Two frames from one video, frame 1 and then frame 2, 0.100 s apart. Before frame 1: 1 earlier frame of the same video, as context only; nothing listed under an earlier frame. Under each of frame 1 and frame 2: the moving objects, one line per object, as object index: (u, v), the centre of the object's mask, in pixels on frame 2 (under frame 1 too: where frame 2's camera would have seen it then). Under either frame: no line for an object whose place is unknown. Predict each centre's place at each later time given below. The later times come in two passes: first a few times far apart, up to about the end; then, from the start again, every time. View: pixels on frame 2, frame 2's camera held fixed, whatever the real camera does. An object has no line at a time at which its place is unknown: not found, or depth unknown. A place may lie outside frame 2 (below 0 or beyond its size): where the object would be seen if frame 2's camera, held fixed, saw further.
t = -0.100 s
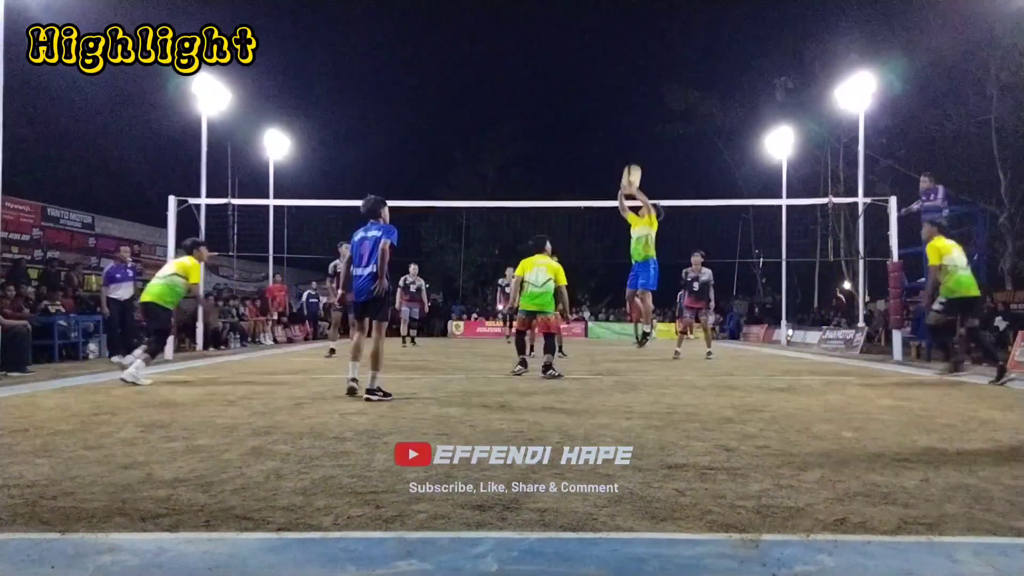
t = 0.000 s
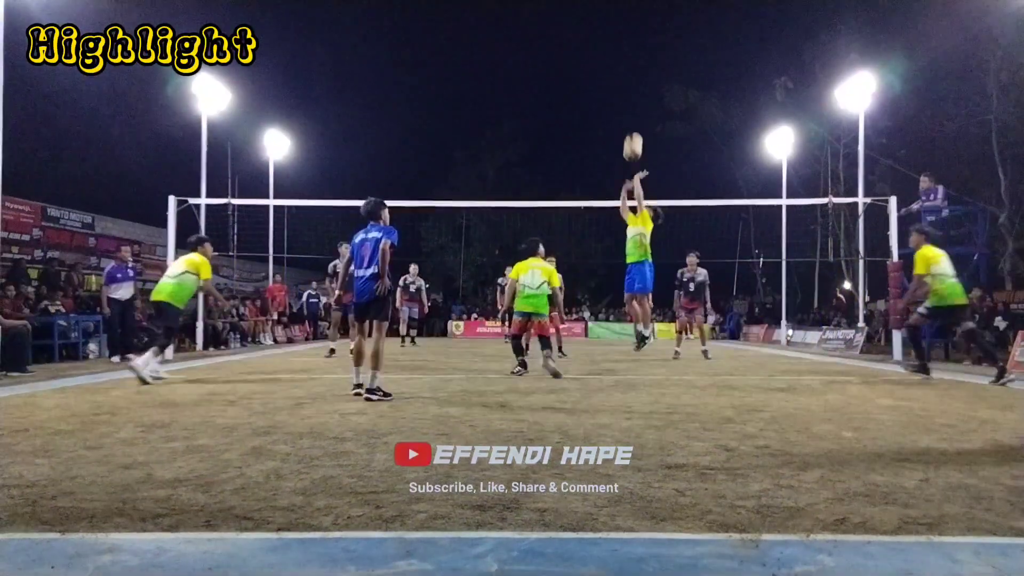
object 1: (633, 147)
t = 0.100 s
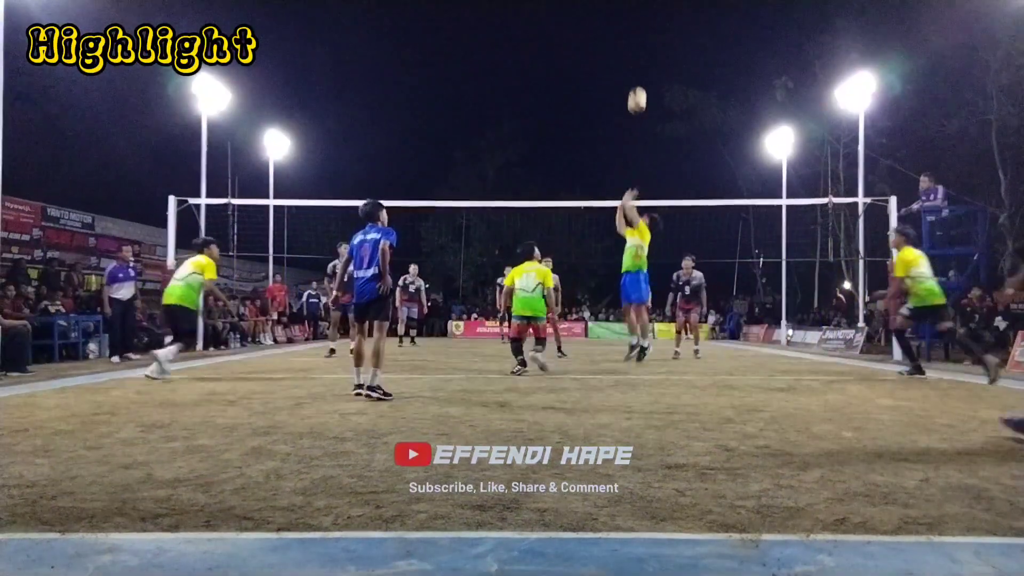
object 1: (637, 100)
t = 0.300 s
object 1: (642, 35)
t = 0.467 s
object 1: (647, 8)
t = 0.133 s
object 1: (638, 87)
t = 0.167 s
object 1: (639, 74)
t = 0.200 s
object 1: (640, 63)
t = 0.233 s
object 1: (641, 53)
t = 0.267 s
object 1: (642, 44)
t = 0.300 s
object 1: (642, 35)
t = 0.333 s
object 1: (643, 28)
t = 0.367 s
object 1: (644, 21)
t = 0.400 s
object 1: (645, 15)
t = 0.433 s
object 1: (646, 11)
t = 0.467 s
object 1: (647, 8)
